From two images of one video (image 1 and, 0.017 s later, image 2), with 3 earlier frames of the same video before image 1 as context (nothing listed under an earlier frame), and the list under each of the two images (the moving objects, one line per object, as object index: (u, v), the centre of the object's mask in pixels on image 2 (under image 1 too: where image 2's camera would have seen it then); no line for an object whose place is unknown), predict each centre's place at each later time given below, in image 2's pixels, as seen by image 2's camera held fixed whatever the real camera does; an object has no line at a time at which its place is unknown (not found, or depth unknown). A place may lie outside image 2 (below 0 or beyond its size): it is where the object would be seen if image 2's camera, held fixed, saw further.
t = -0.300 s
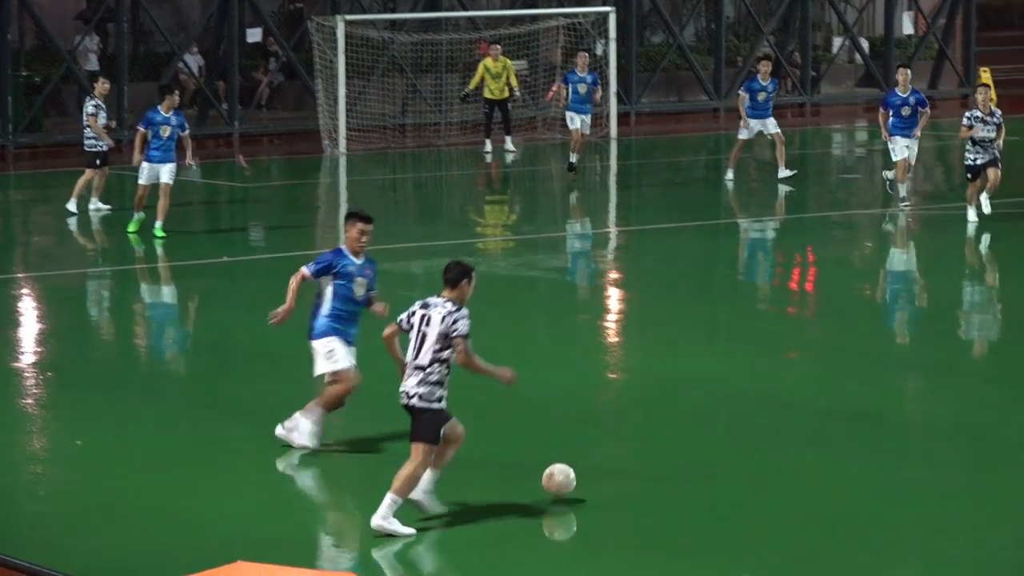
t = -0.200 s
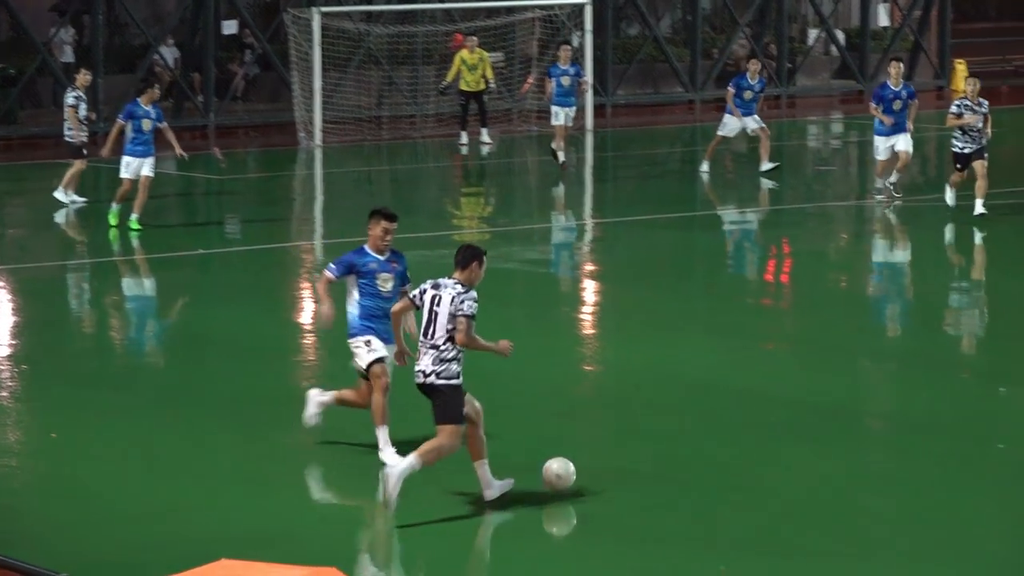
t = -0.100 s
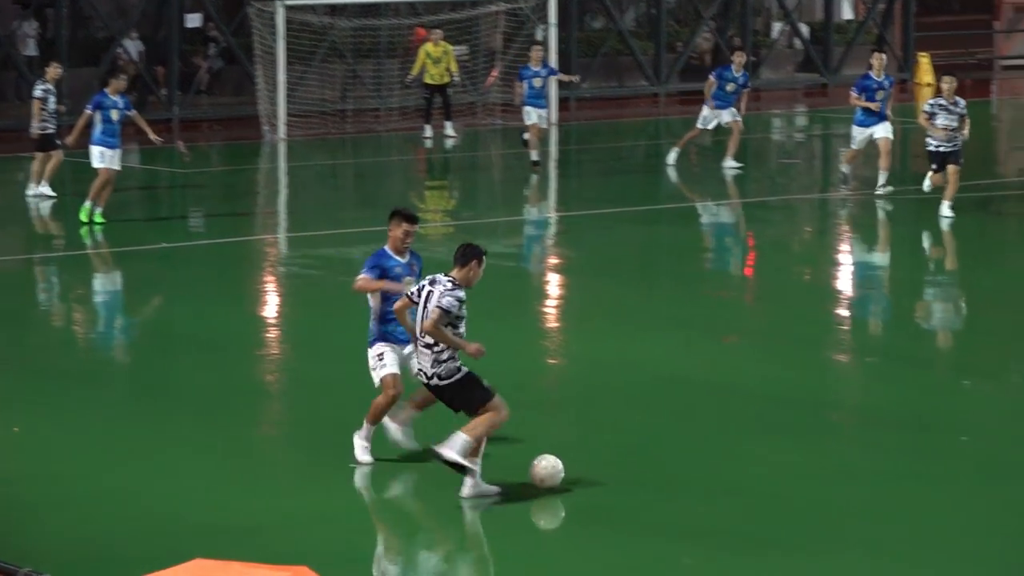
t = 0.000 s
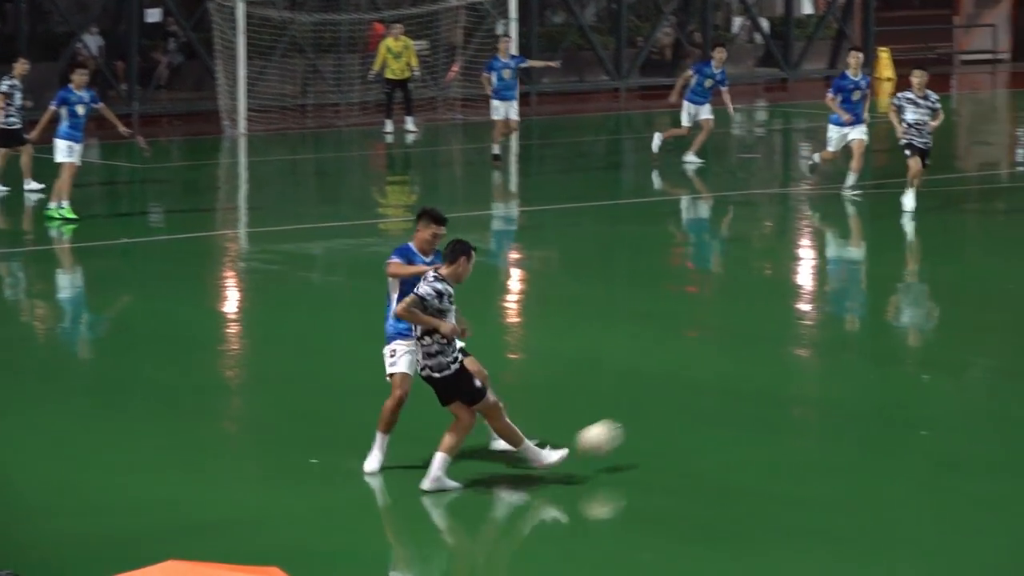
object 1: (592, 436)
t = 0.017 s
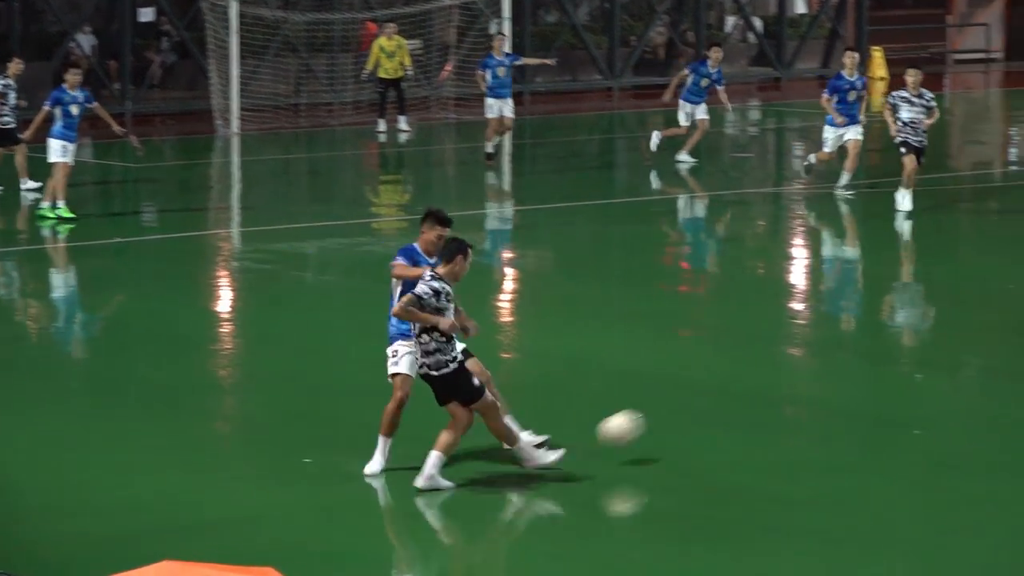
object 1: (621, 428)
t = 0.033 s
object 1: (650, 418)
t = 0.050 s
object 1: (678, 410)
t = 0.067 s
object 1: (705, 403)
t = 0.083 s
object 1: (732, 396)
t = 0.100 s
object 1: (760, 389)
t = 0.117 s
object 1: (786, 383)
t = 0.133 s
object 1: (812, 376)
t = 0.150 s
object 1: (837, 371)
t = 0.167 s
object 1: (862, 366)
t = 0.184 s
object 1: (886, 361)
